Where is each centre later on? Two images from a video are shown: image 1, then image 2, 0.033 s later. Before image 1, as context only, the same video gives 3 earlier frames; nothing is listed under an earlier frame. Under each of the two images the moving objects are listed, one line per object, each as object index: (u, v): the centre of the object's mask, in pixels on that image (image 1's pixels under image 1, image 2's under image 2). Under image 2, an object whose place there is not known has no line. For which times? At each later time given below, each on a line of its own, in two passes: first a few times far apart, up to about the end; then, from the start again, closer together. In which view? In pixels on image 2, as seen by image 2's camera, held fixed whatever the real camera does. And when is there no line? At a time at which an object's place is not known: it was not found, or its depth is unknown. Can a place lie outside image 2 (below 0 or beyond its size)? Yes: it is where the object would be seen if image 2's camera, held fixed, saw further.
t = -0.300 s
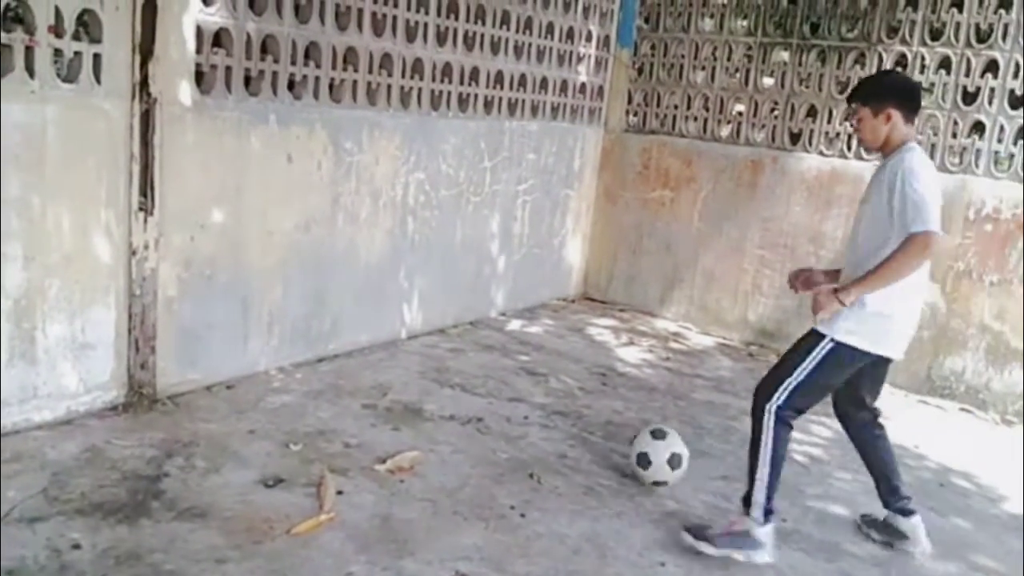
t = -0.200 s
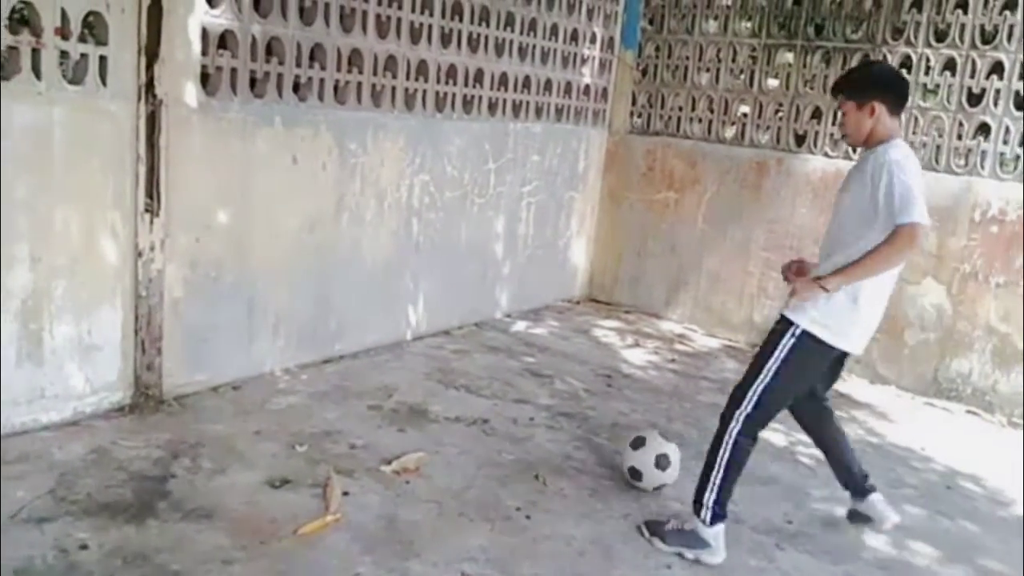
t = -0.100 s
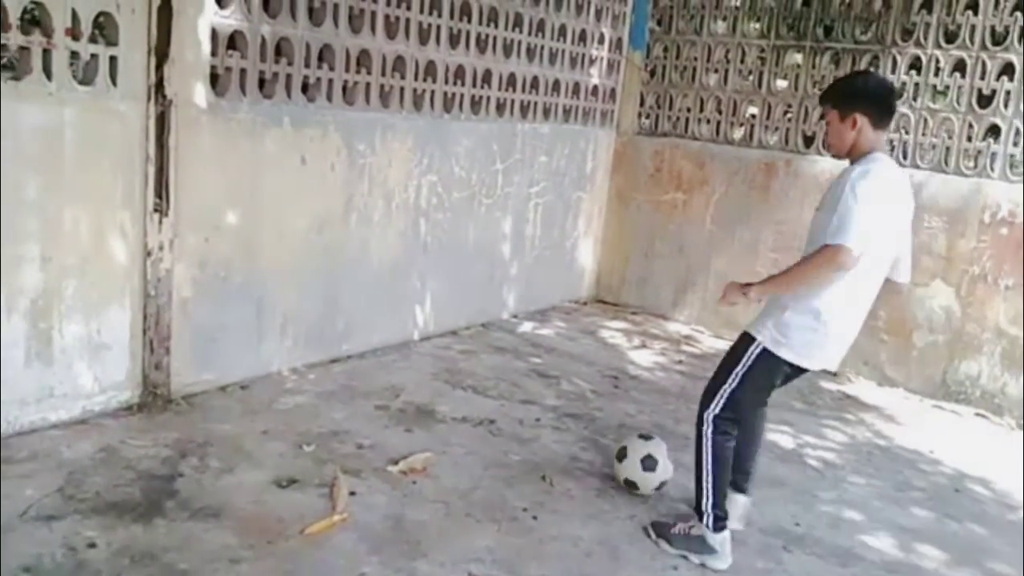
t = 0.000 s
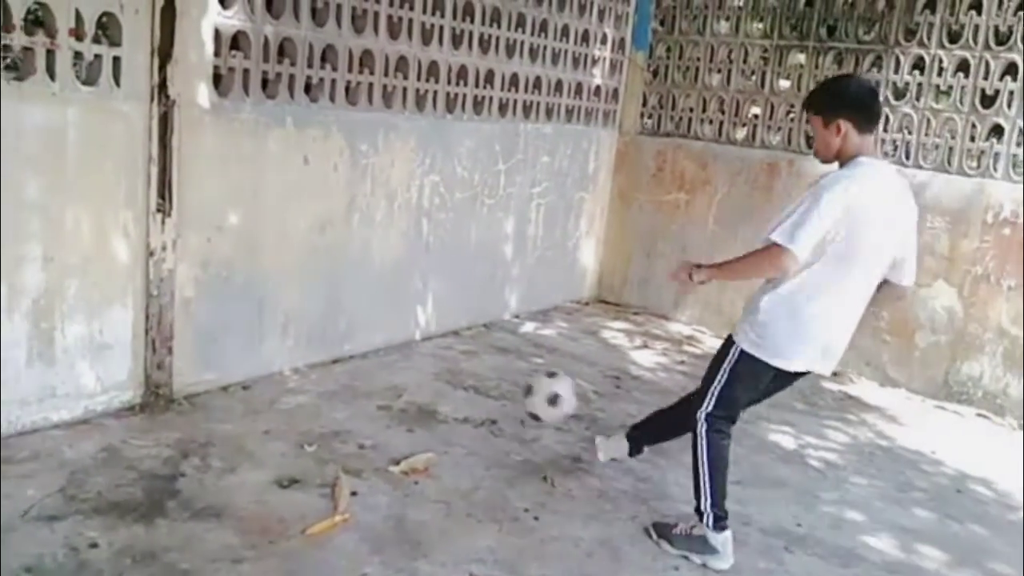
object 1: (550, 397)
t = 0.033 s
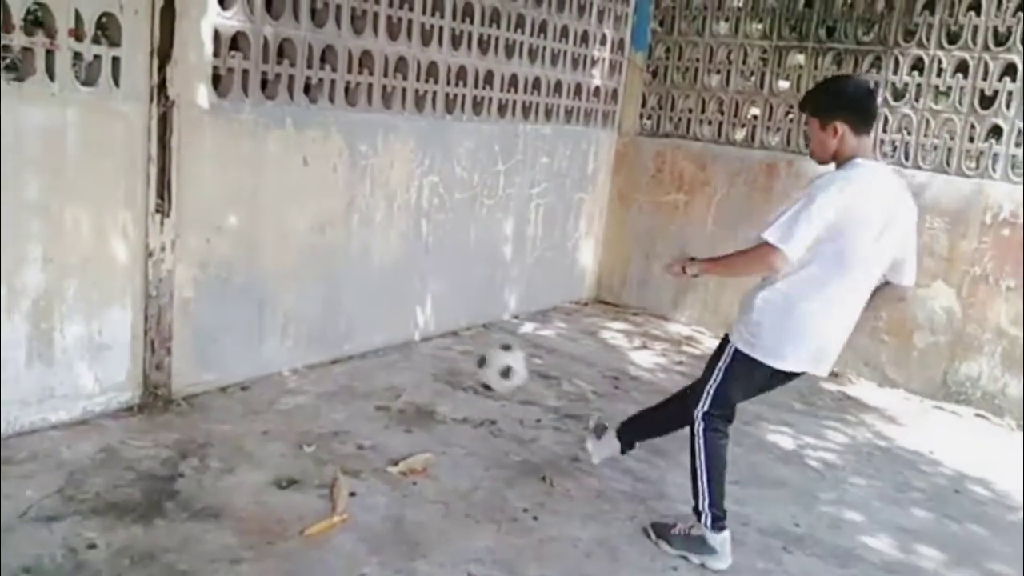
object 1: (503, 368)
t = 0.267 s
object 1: (354, 303)
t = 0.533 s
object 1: (509, 423)
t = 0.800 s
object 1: (652, 504)
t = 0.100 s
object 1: (413, 321)
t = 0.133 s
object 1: (372, 301)
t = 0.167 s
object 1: (335, 287)
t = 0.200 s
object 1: (315, 282)
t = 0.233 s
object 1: (336, 291)
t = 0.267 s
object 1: (354, 303)
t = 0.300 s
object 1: (372, 319)
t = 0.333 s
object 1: (393, 337)
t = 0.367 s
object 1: (414, 360)
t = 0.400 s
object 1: (435, 388)
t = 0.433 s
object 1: (458, 419)
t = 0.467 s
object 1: (475, 434)
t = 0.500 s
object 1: (492, 427)
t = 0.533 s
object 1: (509, 423)
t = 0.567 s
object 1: (525, 421)
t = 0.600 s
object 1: (544, 424)
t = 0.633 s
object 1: (560, 428)
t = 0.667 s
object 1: (578, 436)
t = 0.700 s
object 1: (596, 447)
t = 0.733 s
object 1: (614, 462)
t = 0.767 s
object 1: (631, 481)
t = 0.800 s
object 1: (652, 504)
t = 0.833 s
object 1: (668, 528)
